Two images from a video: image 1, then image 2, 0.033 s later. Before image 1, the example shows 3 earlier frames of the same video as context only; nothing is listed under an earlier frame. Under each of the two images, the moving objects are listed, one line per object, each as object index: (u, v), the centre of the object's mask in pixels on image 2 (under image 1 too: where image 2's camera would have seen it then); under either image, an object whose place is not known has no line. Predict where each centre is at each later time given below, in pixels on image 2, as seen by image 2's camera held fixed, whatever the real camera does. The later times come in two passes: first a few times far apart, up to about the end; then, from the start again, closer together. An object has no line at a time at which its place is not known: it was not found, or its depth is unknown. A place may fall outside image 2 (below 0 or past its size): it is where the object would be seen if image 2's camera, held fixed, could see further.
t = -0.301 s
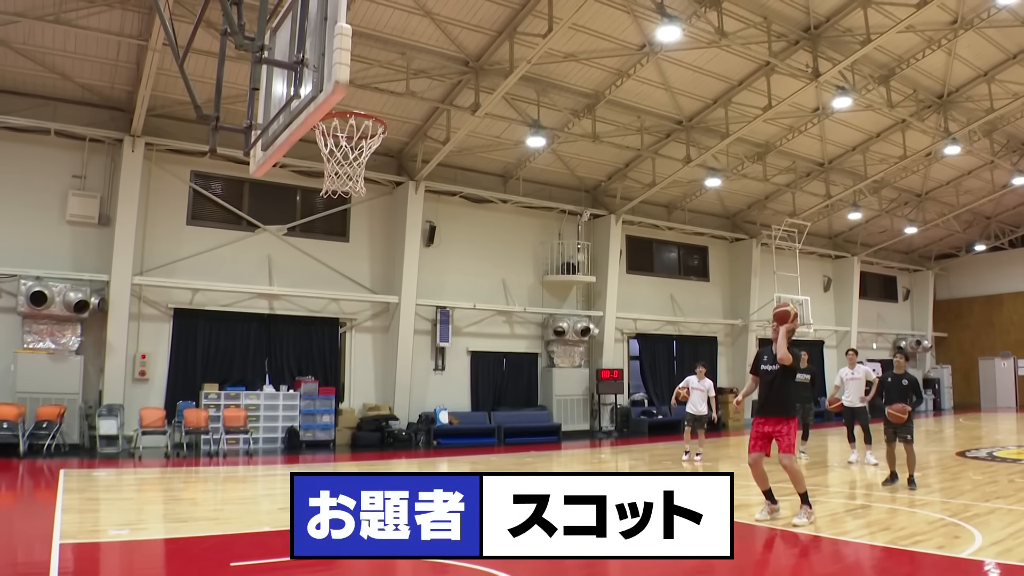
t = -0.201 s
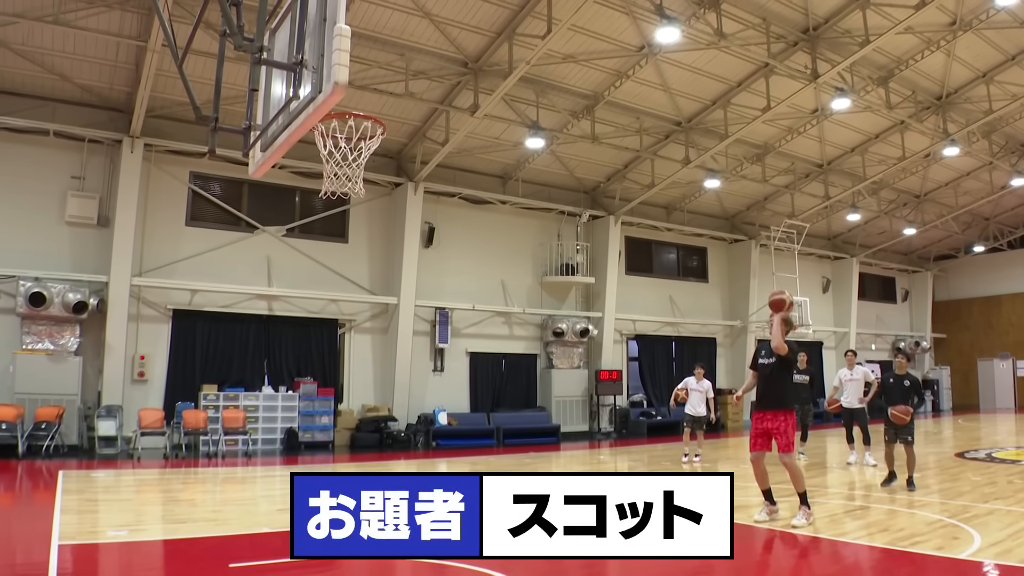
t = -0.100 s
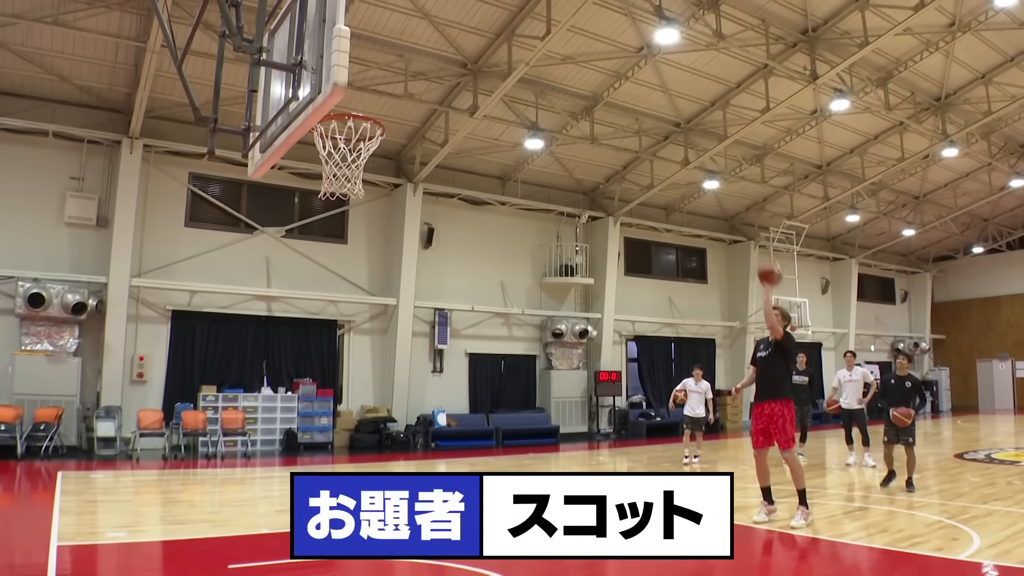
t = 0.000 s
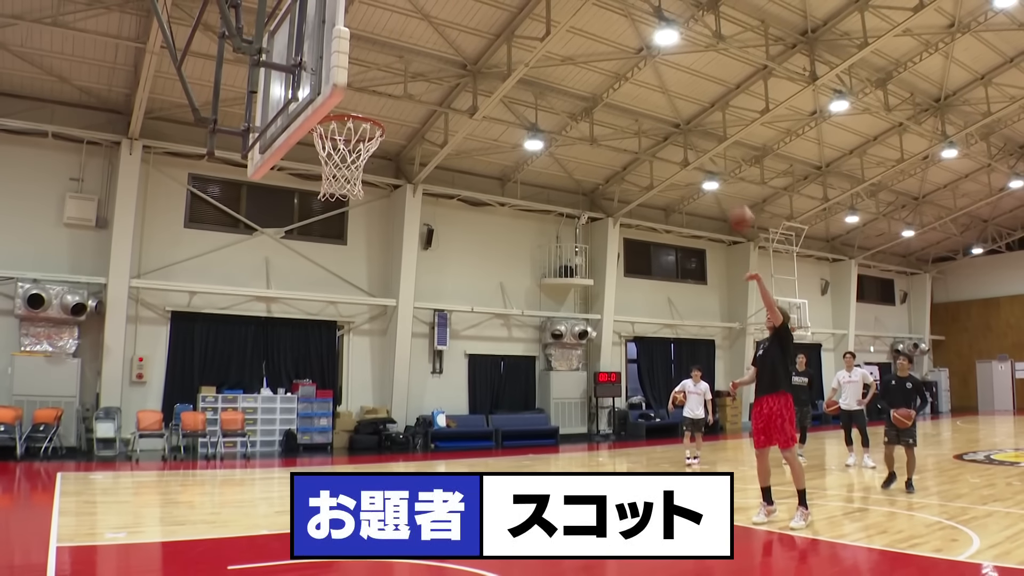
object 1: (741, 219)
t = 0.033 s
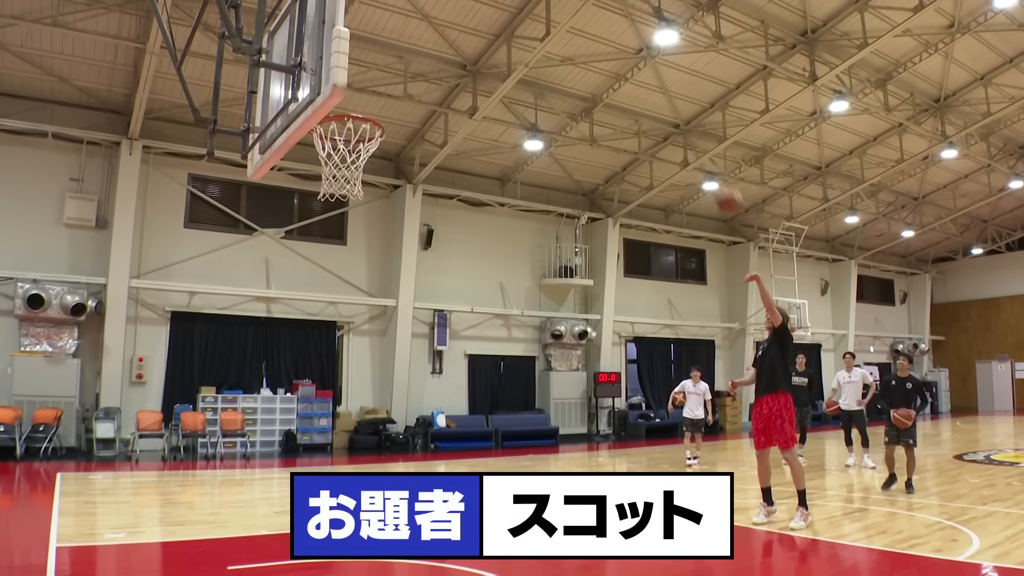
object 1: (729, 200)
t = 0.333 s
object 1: (629, 83)
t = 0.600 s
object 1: (526, 45)
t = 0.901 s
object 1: (383, 99)
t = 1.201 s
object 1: (269, 231)
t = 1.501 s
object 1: (184, 489)
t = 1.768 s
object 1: (182, 464)
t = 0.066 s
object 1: (719, 183)
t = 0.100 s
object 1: (708, 168)
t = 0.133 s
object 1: (696, 153)
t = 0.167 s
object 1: (687, 139)
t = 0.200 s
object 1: (676, 126)
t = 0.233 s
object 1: (664, 115)
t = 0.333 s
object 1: (629, 83)
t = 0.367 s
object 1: (617, 75)
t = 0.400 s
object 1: (606, 67)
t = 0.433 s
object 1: (592, 61)
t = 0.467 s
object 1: (579, 55)
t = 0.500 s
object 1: (566, 51)
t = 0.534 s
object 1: (554, 47)
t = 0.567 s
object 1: (540, 46)
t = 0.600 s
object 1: (526, 45)
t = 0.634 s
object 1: (513, 45)
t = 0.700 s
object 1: (483, 50)
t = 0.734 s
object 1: (469, 54)
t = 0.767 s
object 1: (452, 60)
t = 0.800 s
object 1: (436, 67)
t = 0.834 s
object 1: (419, 76)
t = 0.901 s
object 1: (383, 99)
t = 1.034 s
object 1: (308, 166)
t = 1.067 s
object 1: (302, 176)
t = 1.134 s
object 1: (286, 200)
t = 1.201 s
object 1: (269, 231)
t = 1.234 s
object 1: (260, 251)
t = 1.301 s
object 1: (242, 298)
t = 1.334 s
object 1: (232, 326)
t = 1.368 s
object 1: (223, 351)
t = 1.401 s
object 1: (214, 377)
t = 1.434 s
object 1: (203, 414)
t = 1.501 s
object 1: (184, 489)
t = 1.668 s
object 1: (166, 548)
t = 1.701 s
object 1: (171, 516)
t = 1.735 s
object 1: (176, 491)
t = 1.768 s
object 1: (182, 464)
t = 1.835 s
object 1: (191, 421)
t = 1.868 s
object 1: (198, 397)
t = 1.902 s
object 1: (202, 382)
